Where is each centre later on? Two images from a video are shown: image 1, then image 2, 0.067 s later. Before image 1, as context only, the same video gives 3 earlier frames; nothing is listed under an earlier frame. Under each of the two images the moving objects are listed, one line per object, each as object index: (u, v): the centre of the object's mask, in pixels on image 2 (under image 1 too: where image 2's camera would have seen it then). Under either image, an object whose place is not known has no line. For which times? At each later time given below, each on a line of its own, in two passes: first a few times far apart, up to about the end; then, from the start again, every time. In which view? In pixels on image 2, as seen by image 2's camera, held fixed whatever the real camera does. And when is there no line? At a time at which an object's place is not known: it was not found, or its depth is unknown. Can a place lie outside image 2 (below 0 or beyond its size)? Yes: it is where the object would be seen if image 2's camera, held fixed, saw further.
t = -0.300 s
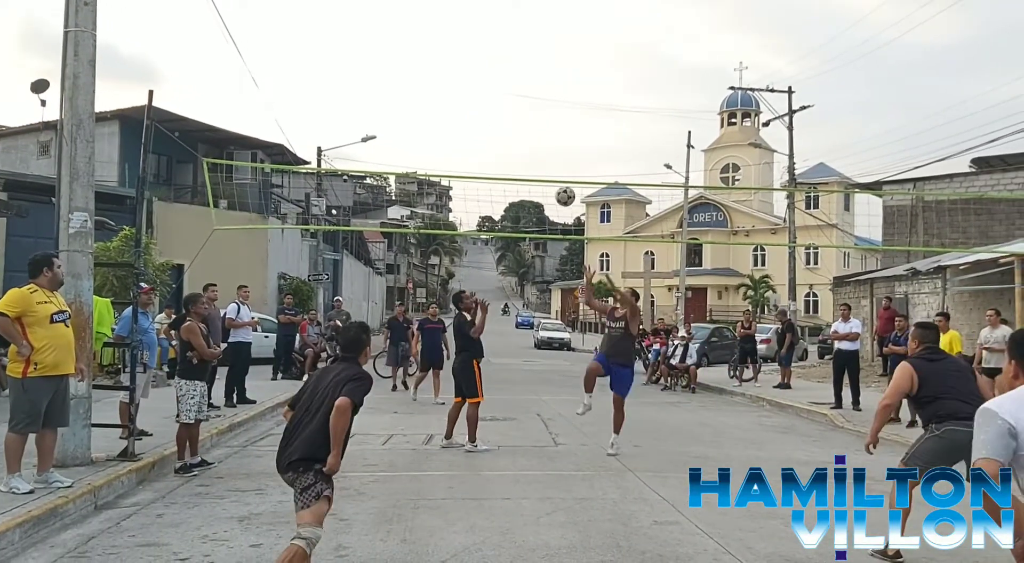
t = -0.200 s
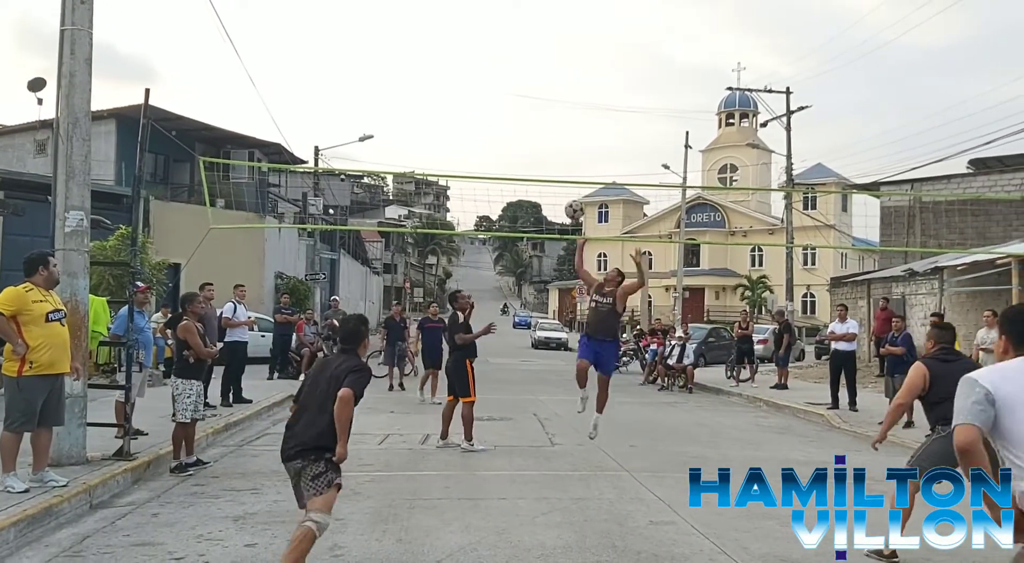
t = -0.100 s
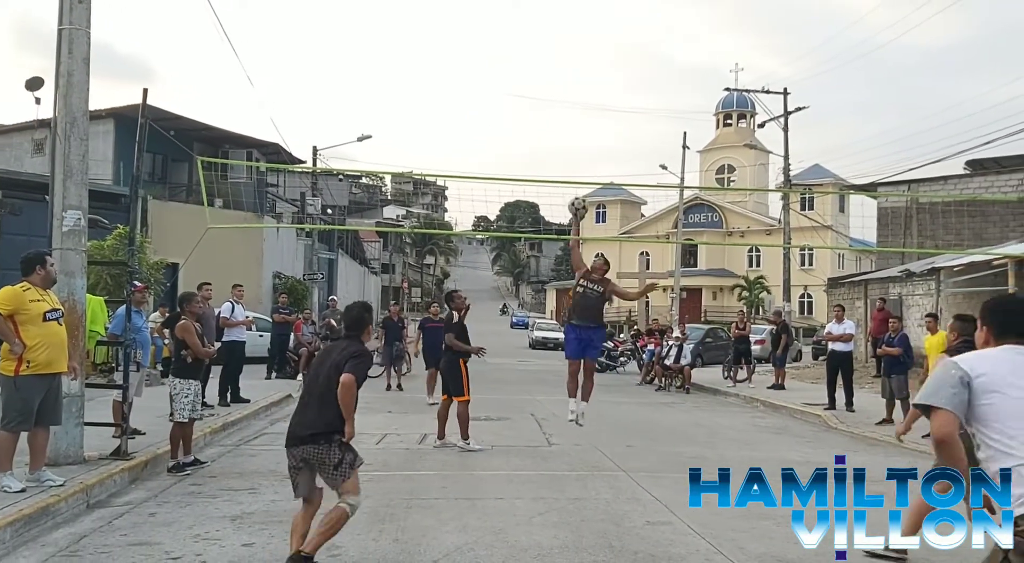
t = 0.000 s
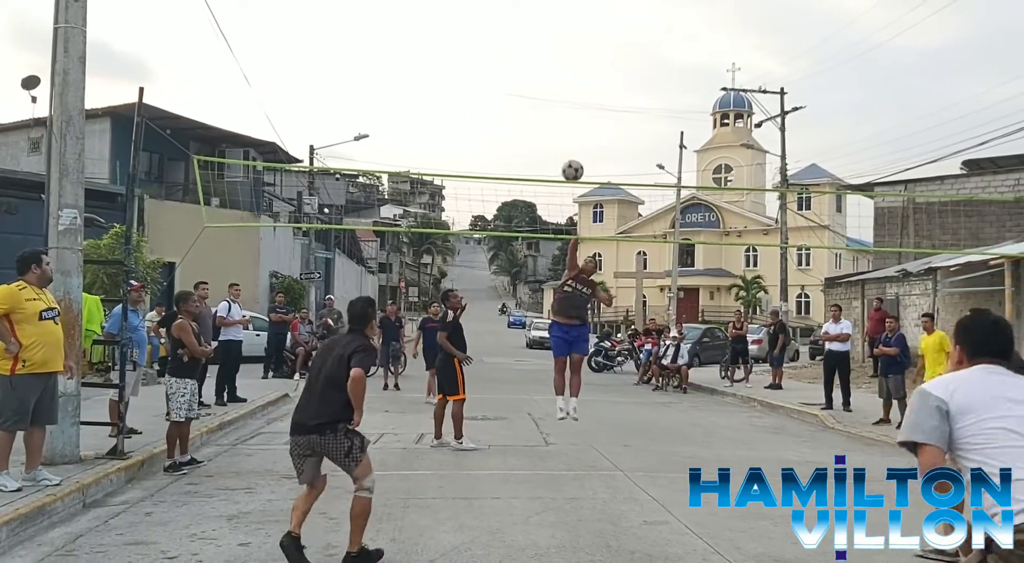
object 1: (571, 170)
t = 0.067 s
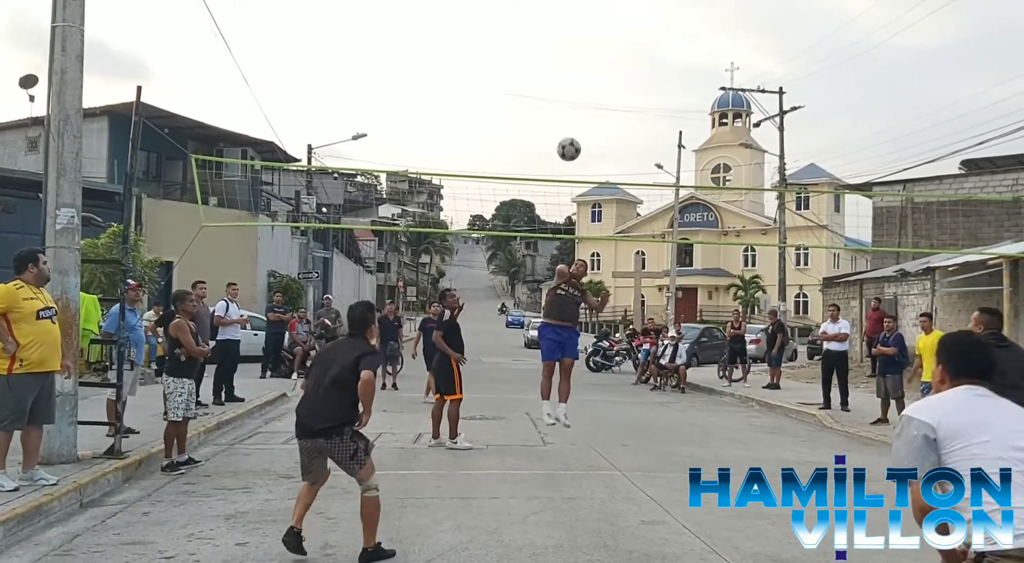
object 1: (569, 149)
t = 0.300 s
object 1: (557, 96)
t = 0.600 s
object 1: (530, 118)
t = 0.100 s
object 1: (568, 140)
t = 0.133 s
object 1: (566, 131)
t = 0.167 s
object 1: (565, 122)
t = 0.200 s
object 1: (563, 114)
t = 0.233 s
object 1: (561, 108)
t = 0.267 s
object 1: (560, 101)
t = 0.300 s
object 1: (557, 96)
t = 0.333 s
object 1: (555, 91)
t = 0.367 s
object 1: (553, 88)
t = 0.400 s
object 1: (550, 86)
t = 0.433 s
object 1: (548, 86)
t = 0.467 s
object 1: (545, 87)
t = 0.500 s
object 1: (542, 91)
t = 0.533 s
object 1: (538, 97)
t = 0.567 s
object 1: (534, 105)
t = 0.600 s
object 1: (530, 118)
